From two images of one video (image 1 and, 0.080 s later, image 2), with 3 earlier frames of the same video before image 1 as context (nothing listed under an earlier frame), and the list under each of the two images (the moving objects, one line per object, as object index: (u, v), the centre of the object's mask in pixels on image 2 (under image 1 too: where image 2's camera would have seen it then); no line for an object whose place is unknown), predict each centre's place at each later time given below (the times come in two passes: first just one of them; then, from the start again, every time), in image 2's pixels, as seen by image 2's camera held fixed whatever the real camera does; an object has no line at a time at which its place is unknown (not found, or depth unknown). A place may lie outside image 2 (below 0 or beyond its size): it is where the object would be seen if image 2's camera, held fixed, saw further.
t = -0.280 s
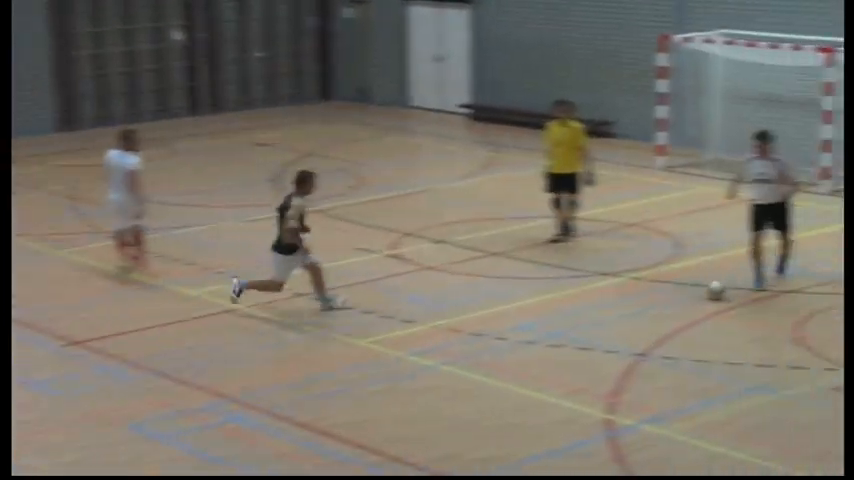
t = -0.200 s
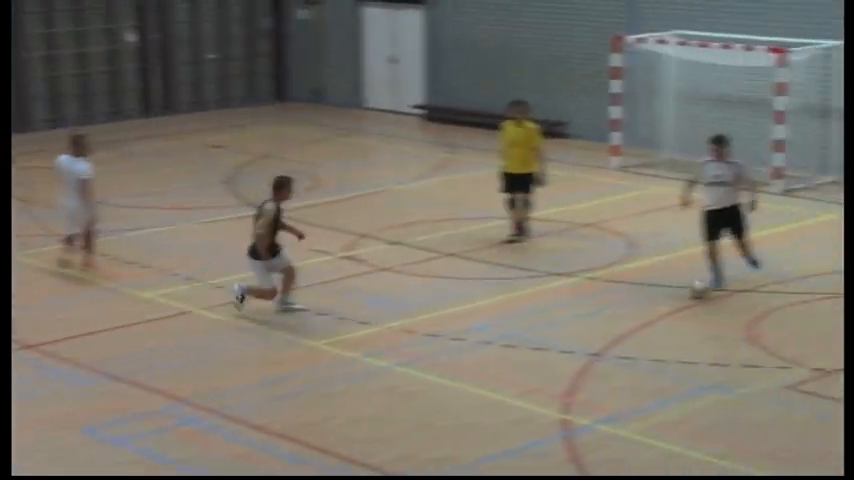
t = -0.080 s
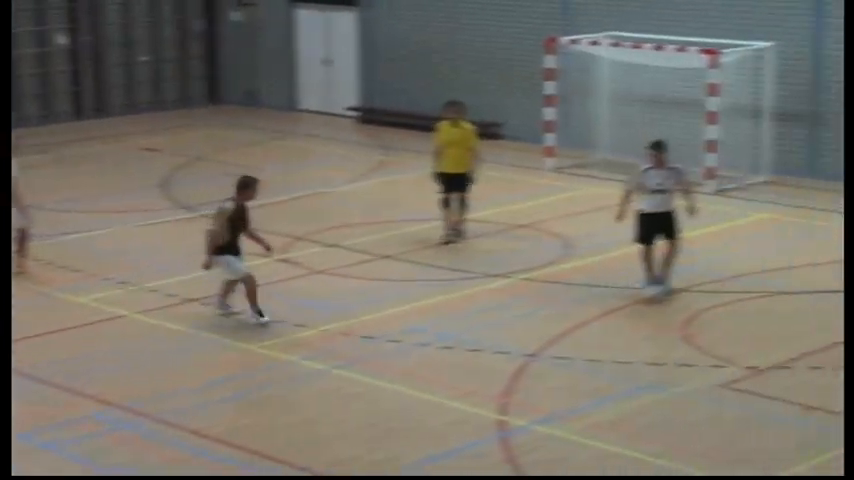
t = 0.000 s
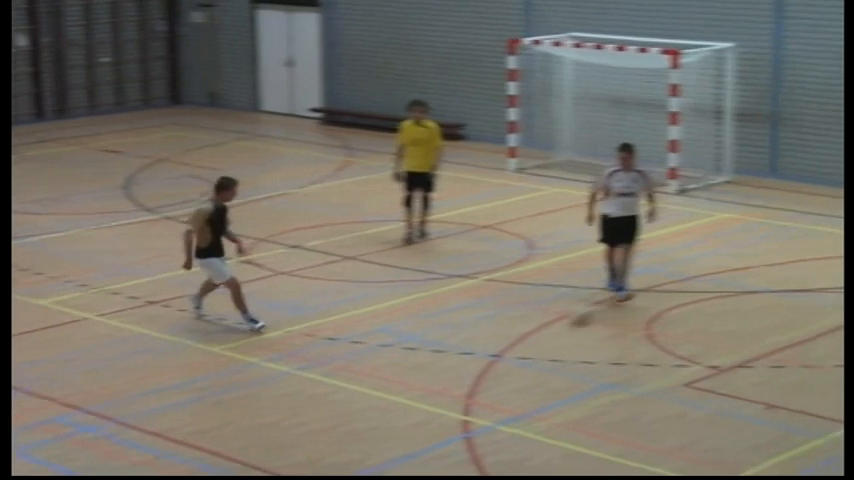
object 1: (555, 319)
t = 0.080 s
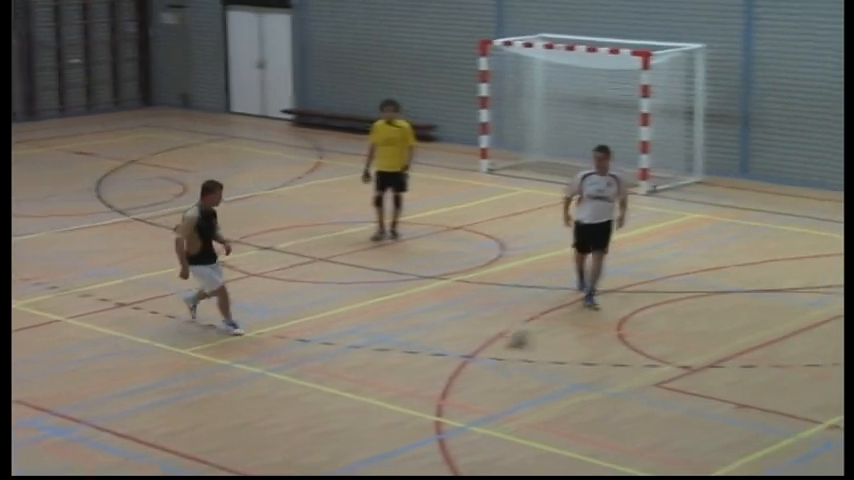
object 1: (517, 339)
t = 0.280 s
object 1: (428, 393)
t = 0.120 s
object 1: (500, 348)
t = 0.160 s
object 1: (483, 362)
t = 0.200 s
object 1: (464, 369)
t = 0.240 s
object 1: (447, 380)
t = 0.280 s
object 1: (428, 393)
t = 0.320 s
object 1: (409, 403)
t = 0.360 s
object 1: (391, 415)
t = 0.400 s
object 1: (372, 426)
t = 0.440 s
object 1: (351, 438)
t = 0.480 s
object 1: (332, 450)
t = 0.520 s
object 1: (311, 463)
